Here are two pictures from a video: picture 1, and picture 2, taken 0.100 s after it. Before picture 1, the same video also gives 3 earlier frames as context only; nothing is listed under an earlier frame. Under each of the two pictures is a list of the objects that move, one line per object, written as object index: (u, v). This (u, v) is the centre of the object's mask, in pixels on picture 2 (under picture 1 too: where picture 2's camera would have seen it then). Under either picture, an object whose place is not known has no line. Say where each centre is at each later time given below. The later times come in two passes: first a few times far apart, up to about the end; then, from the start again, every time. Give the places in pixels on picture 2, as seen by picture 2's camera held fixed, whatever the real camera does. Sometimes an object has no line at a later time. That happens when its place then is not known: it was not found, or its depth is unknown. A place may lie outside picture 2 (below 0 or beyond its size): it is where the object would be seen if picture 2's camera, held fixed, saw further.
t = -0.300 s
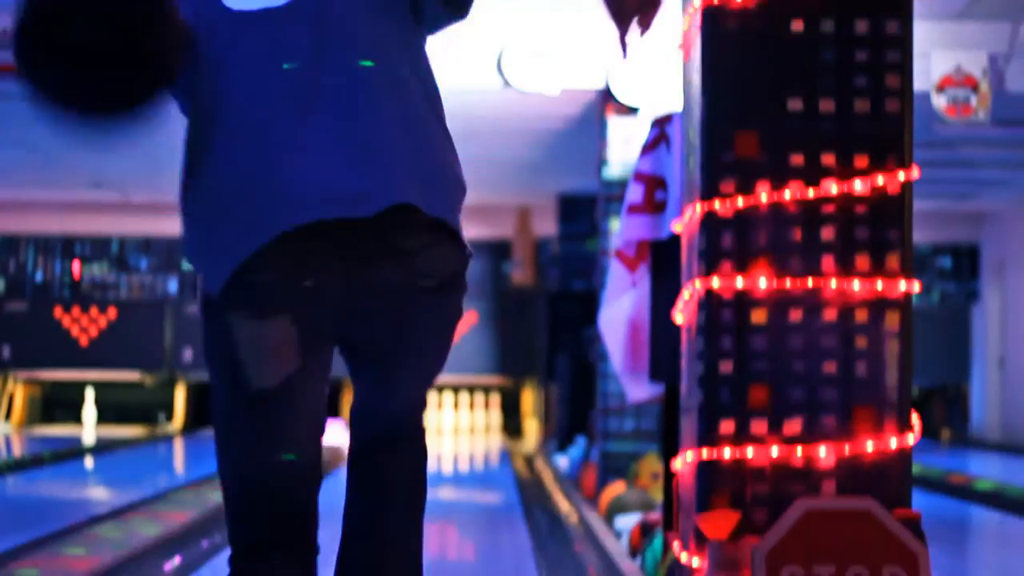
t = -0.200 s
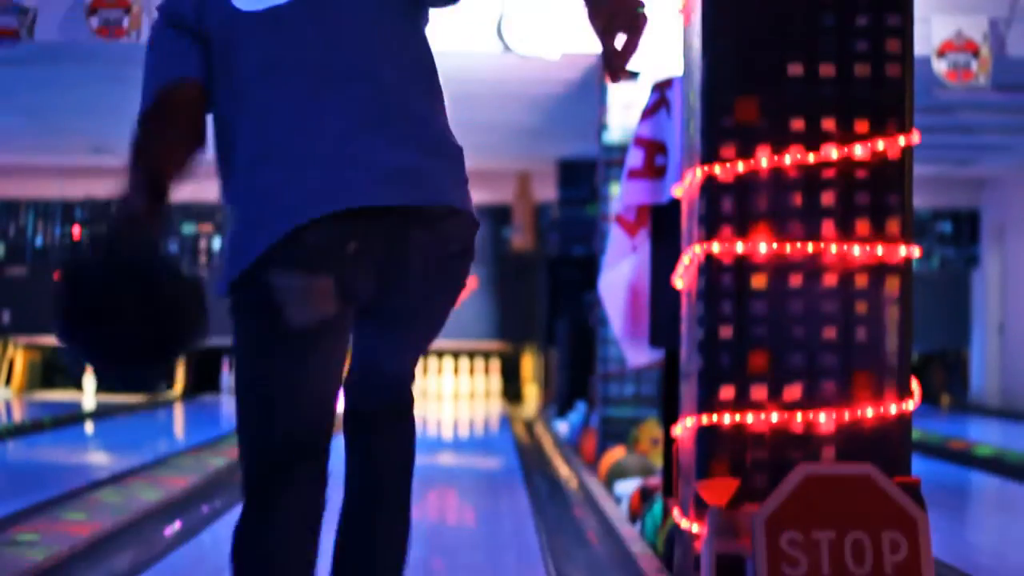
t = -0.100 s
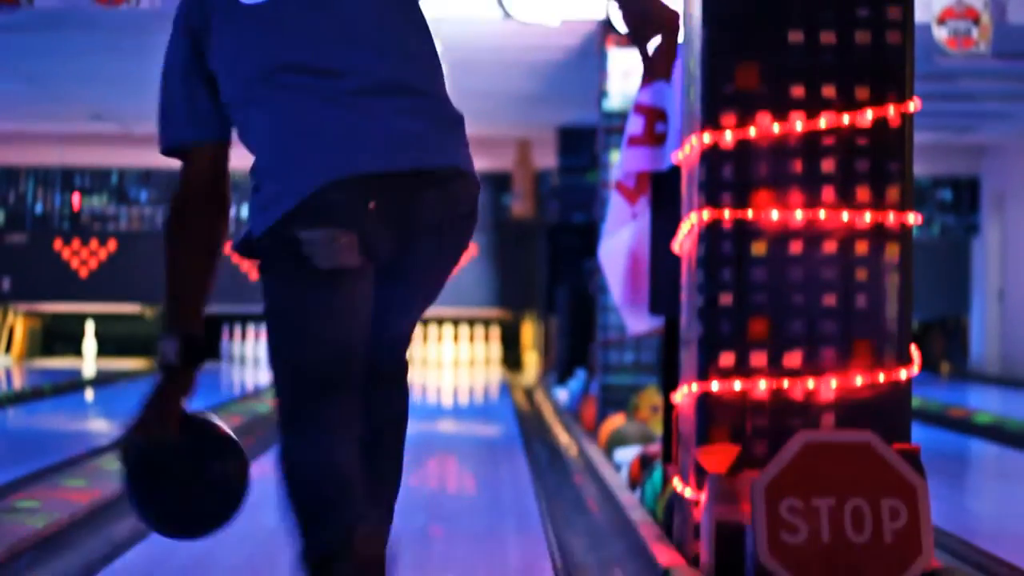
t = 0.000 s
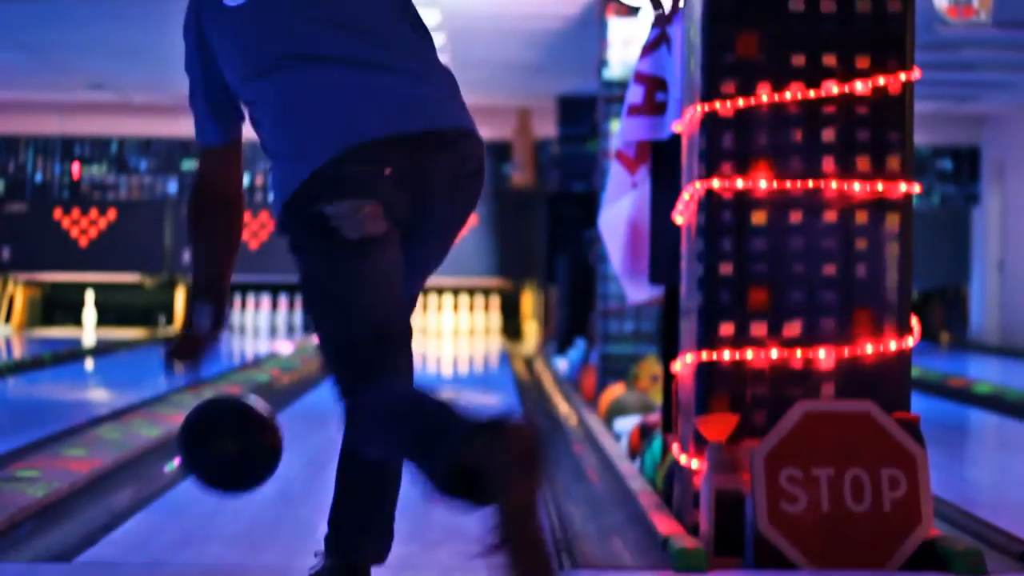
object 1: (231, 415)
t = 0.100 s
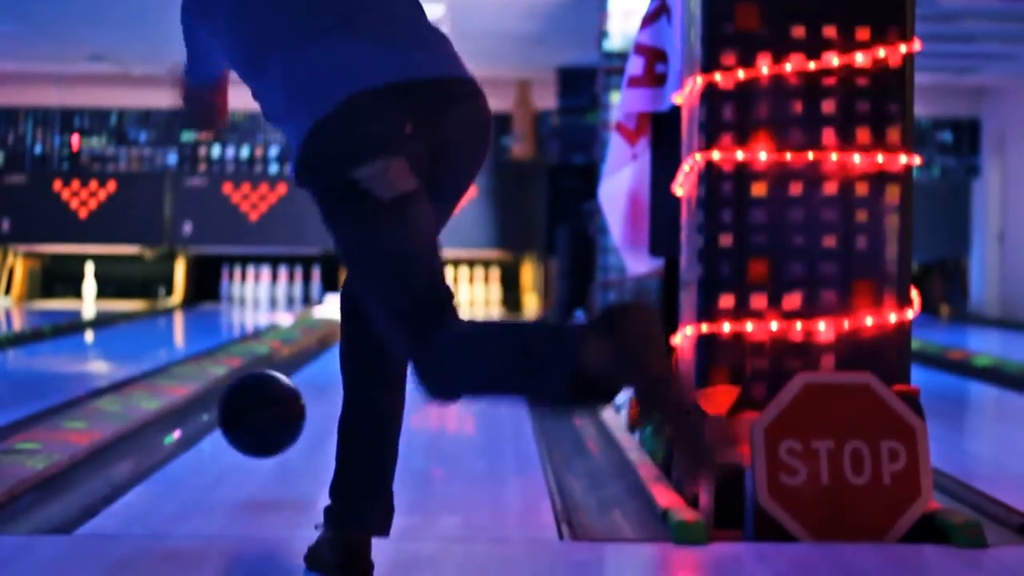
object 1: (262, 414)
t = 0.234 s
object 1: (292, 418)
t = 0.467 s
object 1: (325, 382)
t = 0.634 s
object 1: (332, 364)
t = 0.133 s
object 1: (270, 421)
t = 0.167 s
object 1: (277, 434)
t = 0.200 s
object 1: (284, 429)
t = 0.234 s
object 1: (292, 418)
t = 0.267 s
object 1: (298, 412)
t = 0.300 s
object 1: (303, 409)
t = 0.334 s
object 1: (308, 404)
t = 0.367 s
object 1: (313, 398)
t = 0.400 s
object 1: (318, 393)
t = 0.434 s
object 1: (322, 388)
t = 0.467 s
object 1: (325, 382)
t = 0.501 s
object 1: (326, 378)
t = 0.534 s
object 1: (328, 373)
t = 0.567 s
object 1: (329, 371)
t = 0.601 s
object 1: (330, 368)
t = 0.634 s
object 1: (332, 364)
